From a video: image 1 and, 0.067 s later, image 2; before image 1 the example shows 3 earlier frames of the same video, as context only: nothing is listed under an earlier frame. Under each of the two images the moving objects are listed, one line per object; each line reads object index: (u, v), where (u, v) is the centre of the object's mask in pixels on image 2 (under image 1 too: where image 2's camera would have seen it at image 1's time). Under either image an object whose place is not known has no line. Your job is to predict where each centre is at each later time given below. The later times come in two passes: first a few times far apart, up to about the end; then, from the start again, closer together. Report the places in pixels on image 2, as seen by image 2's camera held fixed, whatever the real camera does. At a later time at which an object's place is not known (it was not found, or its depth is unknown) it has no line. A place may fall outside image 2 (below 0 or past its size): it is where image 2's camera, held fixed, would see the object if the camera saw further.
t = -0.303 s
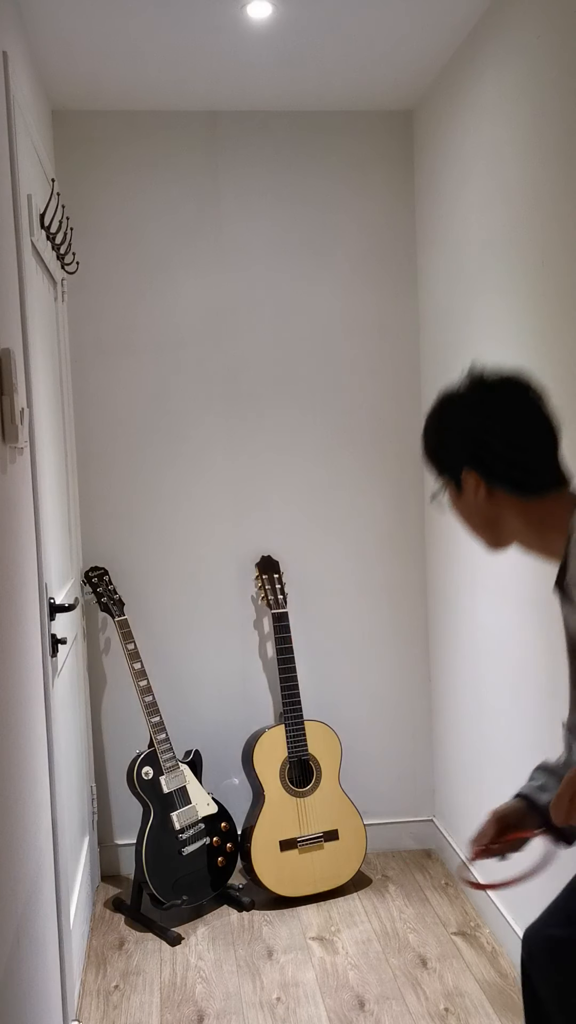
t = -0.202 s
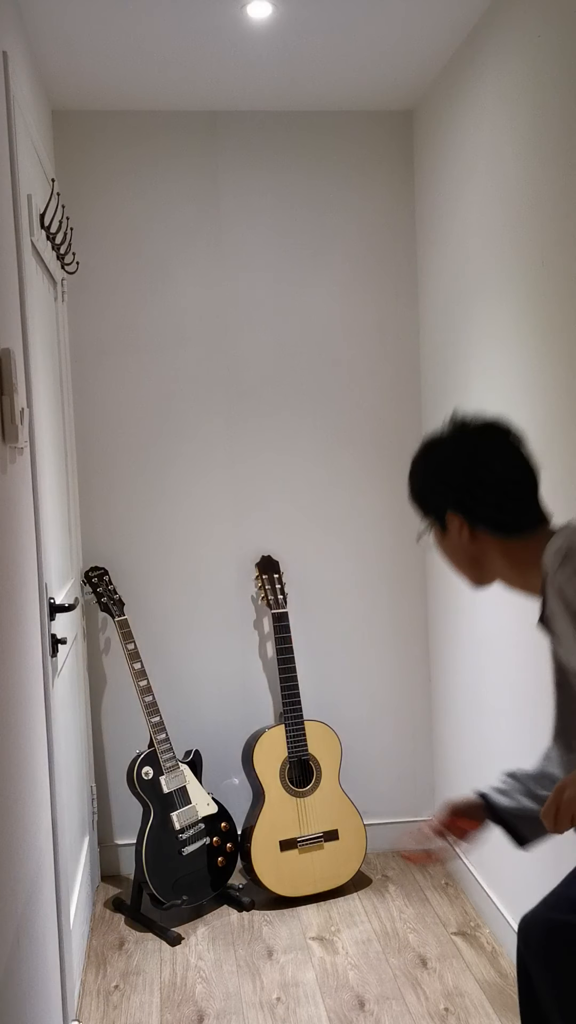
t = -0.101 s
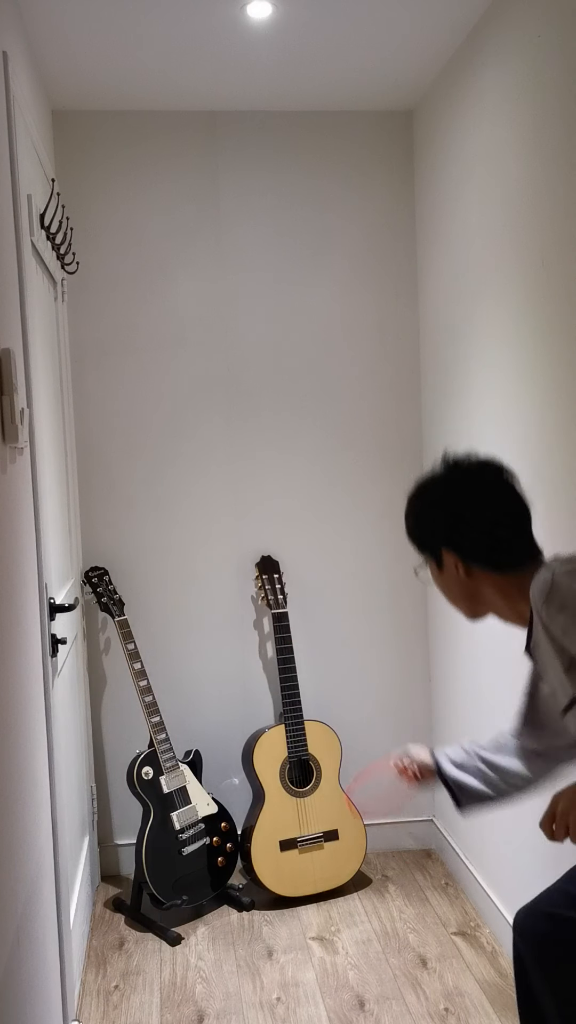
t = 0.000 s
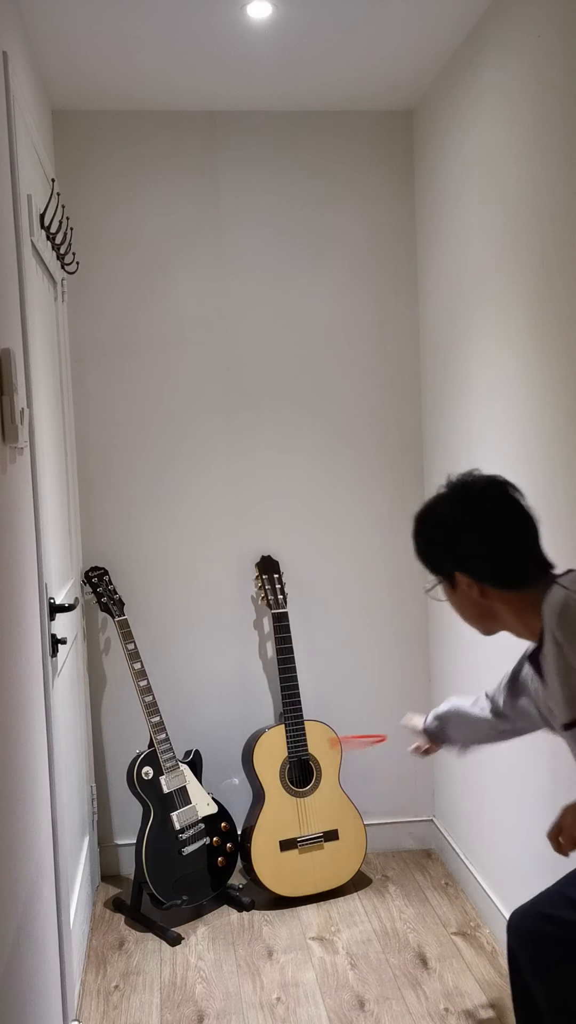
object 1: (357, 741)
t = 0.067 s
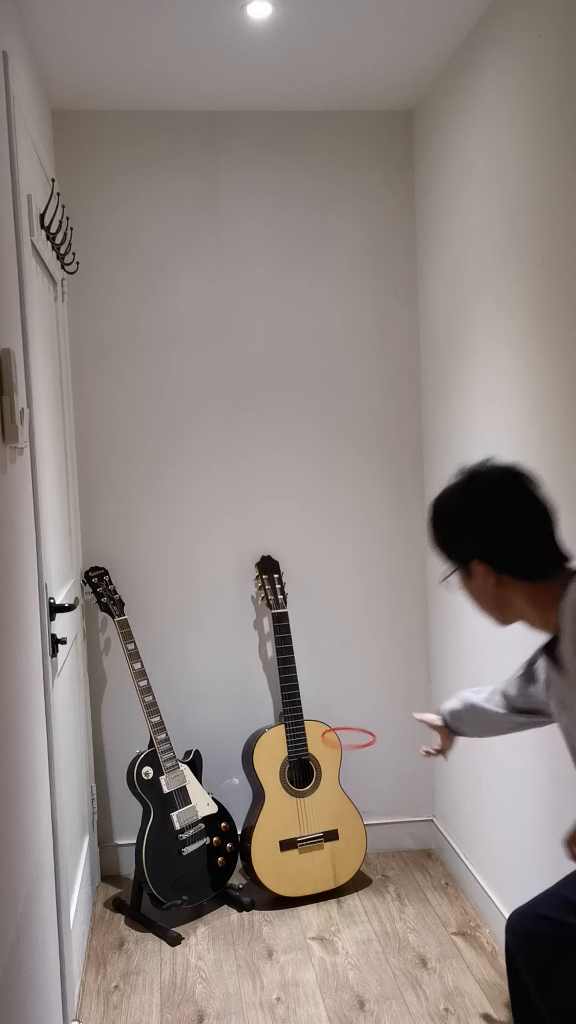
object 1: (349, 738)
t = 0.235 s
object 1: (392, 795)
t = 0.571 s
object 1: (369, 918)
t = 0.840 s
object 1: (321, 928)
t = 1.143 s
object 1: (318, 928)
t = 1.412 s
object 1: (319, 928)
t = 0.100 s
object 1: (346, 741)
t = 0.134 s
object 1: (356, 752)
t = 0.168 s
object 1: (368, 762)
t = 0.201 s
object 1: (380, 777)
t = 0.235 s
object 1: (392, 795)
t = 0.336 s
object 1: (439, 892)
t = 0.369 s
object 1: (443, 897)
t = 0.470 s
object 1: (403, 896)
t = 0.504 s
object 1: (393, 902)
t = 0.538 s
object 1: (380, 906)
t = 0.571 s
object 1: (369, 918)
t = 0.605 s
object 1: (360, 919)
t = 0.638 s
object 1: (352, 921)
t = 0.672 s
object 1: (344, 923)
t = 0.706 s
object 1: (337, 924)
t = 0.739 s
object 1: (332, 926)
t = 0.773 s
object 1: (327, 927)
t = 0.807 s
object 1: (323, 927)
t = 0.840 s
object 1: (321, 928)
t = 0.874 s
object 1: (319, 928)
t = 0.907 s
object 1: (318, 928)
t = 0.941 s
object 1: (319, 928)
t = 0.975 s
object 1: (318, 928)
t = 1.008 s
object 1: (318, 928)
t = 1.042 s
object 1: (318, 928)
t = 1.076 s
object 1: (318, 928)
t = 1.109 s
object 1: (318, 928)
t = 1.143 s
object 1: (318, 928)
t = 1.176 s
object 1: (318, 928)
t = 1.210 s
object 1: (318, 928)
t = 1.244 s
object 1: (318, 928)
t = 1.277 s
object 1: (318, 928)
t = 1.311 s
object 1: (318, 928)
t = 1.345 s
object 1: (318, 928)
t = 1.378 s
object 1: (318, 928)
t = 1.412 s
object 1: (319, 928)
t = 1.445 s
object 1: (318, 928)
